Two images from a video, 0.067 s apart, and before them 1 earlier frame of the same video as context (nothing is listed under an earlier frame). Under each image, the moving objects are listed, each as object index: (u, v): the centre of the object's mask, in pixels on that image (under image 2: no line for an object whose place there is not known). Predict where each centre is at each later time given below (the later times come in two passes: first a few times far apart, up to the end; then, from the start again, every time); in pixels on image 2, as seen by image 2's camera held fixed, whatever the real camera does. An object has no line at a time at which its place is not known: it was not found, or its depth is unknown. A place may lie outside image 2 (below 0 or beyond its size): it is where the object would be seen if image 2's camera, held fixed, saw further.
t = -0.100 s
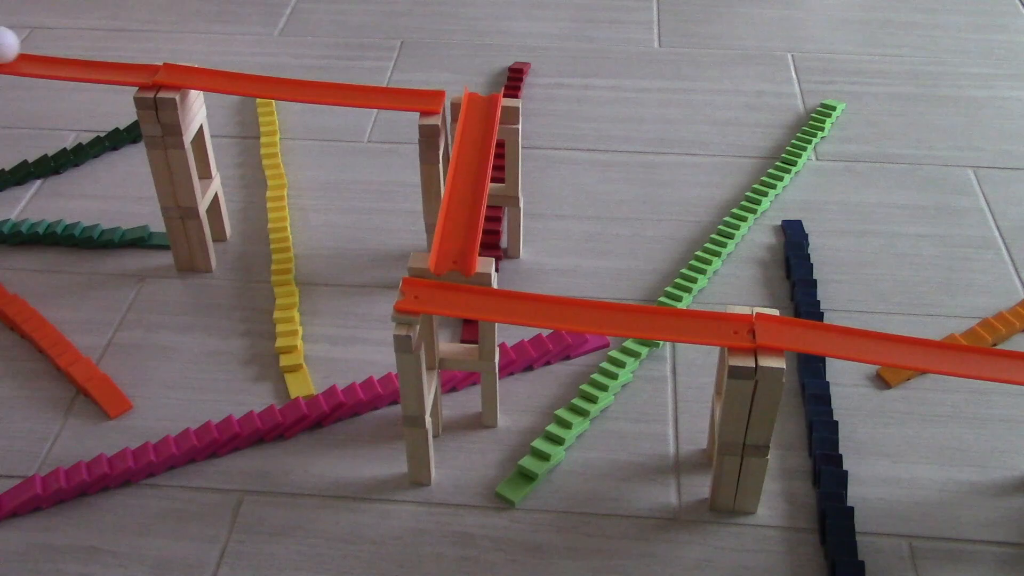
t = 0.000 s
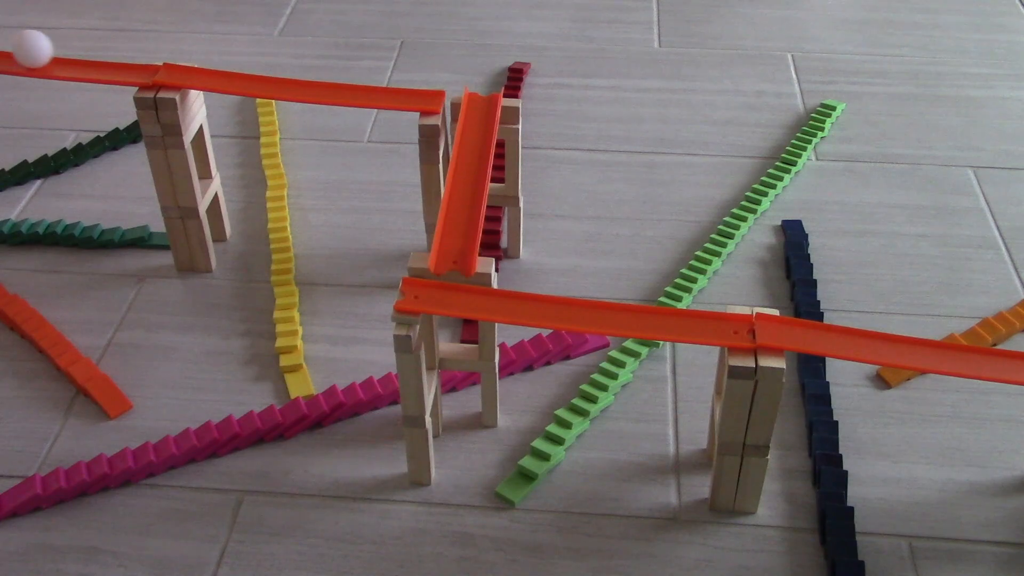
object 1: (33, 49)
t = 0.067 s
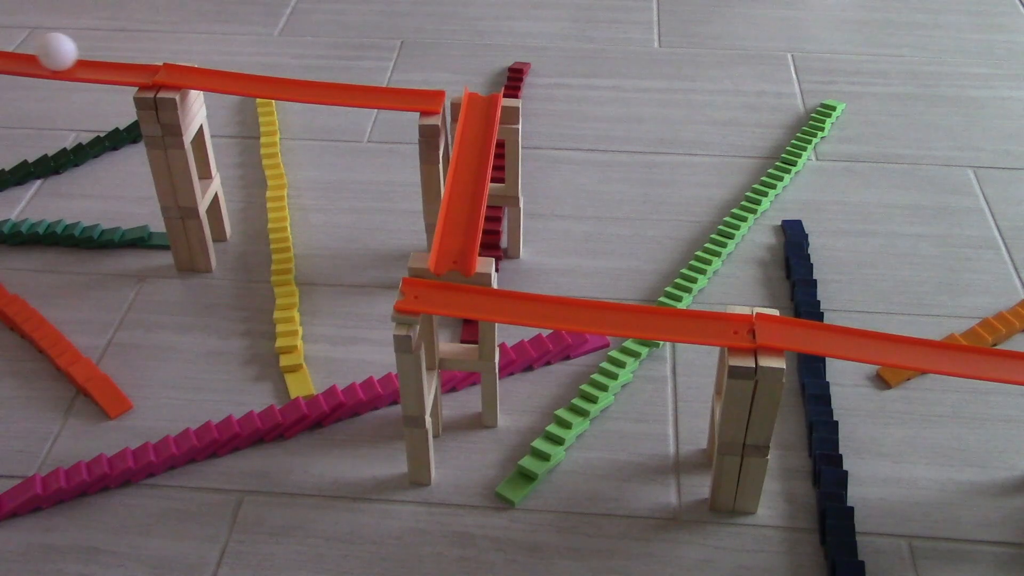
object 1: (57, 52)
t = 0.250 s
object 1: (128, 57)
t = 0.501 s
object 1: (207, 65)
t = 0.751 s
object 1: (313, 74)
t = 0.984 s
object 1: (421, 83)
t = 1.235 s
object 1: (488, 98)
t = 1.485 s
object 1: (478, 114)
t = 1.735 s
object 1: (479, 128)
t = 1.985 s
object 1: (476, 144)
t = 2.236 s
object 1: (472, 166)
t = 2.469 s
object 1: (469, 189)
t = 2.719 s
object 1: (463, 215)
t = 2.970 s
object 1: (456, 251)
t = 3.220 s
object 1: (457, 288)
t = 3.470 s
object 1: (504, 286)
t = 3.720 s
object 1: (578, 295)
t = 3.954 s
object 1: (665, 304)
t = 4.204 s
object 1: (760, 311)
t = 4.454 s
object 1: (867, 326)
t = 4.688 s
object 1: (1004, 348)
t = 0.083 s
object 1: (64, 53)
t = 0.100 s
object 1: (70, 53)
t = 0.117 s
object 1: (76, 53)
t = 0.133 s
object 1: (83, 54)
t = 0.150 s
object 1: (90, 54)
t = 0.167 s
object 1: (96, 54)
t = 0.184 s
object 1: (102, 55)
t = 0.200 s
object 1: (108, 56)
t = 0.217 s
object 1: (115, 56)
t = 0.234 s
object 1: (121, 57)
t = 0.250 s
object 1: (128, 57)
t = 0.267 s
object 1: (133, 58)
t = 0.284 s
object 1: (139, 58)
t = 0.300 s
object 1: (145, 59)
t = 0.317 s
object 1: (148, 57)
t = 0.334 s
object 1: (151, 57)
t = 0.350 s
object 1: (156, 58)
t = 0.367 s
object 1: (161, 59)
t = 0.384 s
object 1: (166, 60)
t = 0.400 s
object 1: (171, 61)
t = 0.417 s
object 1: (176, 62)
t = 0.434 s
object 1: (182, 63)
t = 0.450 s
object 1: (188, 63)
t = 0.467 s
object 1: (194, 64)
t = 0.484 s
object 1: (201, 64)
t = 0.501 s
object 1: (207, 65)
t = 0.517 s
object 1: (214, 66)
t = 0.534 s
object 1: (220, 66)
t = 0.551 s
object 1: (227, 66)
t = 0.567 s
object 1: (234, 67)
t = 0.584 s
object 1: (241, 67)
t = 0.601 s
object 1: (248, 68)
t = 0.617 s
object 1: (255, 68)
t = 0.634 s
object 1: (261, 69)
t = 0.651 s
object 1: (269, 70)
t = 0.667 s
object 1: (276, 71)
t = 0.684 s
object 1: (283, 72)
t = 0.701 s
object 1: (291, 72)
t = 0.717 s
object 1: (298, 73)
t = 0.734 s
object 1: (305, 74)
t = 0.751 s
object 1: (313, 74)
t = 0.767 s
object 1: (320, 75)
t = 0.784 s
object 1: (328, 76)
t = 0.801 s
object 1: (336, 76)
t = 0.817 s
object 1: (344, 77)
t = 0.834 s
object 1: (352, 78)
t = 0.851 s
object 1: (360, 78)
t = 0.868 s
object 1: (367, 79)
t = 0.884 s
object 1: (375, 80)
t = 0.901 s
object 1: (382, 81)
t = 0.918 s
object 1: (390, 81)
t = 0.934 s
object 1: (397, 82)
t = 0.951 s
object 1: (405, 82)
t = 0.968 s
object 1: (414, 82)
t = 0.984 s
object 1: (421, 83)
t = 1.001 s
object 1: (430, 83)
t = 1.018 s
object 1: (438, 83)
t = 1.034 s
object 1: (446, 84)
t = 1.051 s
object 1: (453, 85)
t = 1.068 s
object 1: (457, 84)
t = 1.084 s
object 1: (460, 84)
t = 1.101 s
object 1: (464, 86)
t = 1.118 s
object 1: (468, 89)
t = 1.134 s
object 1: (473, 92)
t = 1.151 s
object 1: (479, 97)
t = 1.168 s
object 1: (484, 98)
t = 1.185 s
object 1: (486, 97)
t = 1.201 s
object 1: (488, 97)
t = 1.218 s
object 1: (488, 97)
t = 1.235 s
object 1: (488, 98)
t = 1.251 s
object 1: (487, 99)
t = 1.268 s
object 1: (485, 101)
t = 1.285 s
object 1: (483, 104)
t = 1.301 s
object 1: (481, 105)
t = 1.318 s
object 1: (480, 106)
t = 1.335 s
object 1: (480, 106)
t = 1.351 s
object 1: (480, 107)
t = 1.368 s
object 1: (479, 108)
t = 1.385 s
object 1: (479, 109)
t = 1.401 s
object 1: (478, 110)
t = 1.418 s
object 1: (478, 110)
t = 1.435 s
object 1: (478, 111)
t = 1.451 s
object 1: (478, 112)
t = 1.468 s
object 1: (478, 113)
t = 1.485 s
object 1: (478, 114)
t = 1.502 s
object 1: (479, 115)
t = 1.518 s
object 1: (479, 116)
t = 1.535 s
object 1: (480, 116)
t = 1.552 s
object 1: (480, 118)
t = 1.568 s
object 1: (481, 118)
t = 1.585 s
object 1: (481, 119)
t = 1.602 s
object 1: (481, 120)
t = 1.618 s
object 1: (481, 121)
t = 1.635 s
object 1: (481, 122)
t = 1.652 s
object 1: (481, 123)
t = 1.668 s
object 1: (480, 124)
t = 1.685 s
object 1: (480, 125)
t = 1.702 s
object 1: (480, 126)
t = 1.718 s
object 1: (480, 127)
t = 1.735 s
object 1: (479, 128)
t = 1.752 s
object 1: (480, 129)
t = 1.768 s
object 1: (479, 130)
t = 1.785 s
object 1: (479, 131)
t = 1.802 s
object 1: (479, 132)
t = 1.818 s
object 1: (478, 133)
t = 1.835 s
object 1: (478, 134)
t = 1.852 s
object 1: (478, 135)
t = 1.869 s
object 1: (478, 136)
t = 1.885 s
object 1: (477, 137)
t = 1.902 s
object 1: (477, 138)
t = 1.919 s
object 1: (477, 140)
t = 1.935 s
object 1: (476, 141)
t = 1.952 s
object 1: (476, 142)
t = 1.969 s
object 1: (476, 143)
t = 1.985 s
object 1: (476, 144)
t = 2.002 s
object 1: (476, 145)
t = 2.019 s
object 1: (476, 147)
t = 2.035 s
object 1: (475, 148)
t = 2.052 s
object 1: (475, 149)
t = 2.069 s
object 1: (475, 151)
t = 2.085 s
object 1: (475, 152)
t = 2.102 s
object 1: (474, 154)
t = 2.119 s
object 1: (475, 155)
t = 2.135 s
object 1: (474, 156)
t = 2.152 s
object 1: (473, 158)
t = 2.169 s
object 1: (473, 160)
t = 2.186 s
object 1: (473, 161)
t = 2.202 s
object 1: (473, 163)
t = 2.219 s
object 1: (472, 164)
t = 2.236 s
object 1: (472, 166)
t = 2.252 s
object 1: (472, 168)
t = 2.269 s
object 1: (472, 169)
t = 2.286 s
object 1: (471, 171)
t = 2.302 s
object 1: (471, 173)
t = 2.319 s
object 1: (470, 174)
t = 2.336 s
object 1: (470, 176)
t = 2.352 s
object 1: (470, 178)
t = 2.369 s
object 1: (470, 179)
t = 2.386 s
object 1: (470, 181)
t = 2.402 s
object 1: (469, 183)
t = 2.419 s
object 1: (469, 184)
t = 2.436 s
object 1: (469, 186)
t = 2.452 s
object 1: (469, 187)
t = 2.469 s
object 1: (469, 189)
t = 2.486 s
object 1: (469, 191)
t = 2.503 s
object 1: (468, 192)
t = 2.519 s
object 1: (468, 194)
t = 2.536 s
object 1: (467, 196)
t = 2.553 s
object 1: (467, 197)
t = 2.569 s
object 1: (466, 199)
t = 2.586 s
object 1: (466, 201)
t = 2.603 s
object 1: (466, 202)
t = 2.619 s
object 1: (466, 204)
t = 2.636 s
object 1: (465, 206)
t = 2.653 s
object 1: (465, 207)
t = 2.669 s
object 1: (464, 209)
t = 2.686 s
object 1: (464, 211)
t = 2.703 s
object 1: (463, 213)
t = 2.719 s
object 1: (463, 215)
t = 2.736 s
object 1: (463, 217)
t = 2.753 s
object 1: (462, 219)
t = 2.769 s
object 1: (462, 221)
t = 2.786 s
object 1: (461, 223)
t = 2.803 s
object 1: (461, 225)
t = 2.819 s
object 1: (460, 228)
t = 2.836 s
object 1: (460, 230)
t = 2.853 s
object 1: (460, 232)
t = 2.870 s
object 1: (459, 235)
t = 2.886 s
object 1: (458, 237)
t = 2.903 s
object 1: (458, 240)
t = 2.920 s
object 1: (457, 243)
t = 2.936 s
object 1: (457, 246)
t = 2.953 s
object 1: (456, 248)
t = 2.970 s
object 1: (456, 251)
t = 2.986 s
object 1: (455, 254)
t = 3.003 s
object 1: (455, 258)
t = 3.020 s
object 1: (454, 260)
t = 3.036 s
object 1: (453, 262)
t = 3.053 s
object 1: (453, 263)
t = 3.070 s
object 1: (453, 265)
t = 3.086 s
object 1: (453, 267)
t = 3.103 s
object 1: (453, 270)
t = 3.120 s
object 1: (453, 273)
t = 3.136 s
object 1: (454, 278)
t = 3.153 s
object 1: (454, 281)
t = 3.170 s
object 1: (455, 284)
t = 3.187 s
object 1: (456, 287)
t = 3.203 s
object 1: (456, 288)
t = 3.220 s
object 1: (457, 288)
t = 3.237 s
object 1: (459, 289)
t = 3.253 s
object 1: (460, 289)
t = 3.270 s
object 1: (462, 289)
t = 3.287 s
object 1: (465, 289)
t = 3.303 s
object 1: (467, 288)
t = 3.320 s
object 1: (470, 287)
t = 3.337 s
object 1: (473, 287)
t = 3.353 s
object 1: (476, 286)
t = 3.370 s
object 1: (480, 286)
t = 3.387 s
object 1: (483, 285)
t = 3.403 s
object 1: (487, 285)
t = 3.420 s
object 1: (491, 284)
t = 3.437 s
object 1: (495, 284)
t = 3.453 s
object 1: (499, 285)
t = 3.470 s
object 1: (504, 286)
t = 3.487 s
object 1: (508, 287)
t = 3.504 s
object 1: (512, 288)
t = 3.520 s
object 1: (517, 288)
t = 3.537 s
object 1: (522, 289)
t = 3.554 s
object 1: (527, 290)
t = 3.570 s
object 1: (532, 290)
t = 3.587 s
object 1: (537, 291)
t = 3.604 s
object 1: (542, 291)
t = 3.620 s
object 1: (547, 291)
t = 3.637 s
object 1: (552, 292)
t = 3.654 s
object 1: (558, 292)
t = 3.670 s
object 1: (563, 293)
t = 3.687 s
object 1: (568, 294)
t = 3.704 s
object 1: (573, 294)
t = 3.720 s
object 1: (578, 295)
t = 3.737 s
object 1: (584, 296)
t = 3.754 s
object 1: (589, 296)
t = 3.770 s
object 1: (595, 297)
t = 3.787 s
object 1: (601, 298)
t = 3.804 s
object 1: (606, 298)
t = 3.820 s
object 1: (612, 298)
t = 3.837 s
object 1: (619, 299)
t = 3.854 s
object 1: (625, 300)
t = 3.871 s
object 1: (631, 300)
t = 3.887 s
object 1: (638, 301)
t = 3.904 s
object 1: (644, 302)
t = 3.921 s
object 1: (651, 302)
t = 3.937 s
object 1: (657, 303)
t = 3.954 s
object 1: (665, 304)
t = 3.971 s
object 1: (671, 304)
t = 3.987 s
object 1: (678, 305)
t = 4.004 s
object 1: (685, 305)
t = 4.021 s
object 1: (692, 306)
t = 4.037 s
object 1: (699, 307)
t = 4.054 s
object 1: (705, 307)
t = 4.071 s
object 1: (712, 308)
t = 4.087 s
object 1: (717, 308)
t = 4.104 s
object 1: (723, 309)
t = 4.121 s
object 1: (731, 310)
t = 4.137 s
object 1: (737, 310)
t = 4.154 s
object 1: (743, 311)
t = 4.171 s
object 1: (750, 311)
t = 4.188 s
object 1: (755, 310)
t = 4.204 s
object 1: (760, 311)
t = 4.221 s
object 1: (766, 312)
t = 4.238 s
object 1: (771, 313)
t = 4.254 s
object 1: (777, 314)
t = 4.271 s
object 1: (784, 315)
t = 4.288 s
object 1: (790, 316)
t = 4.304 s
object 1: (797, 317)
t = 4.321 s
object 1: (804, 318)
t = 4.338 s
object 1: (811, 319)
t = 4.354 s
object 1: (818, 320)
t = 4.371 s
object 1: (826, 321)
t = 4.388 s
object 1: (834, 322)
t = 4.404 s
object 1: (842, 323)
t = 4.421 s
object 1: (850, 324)
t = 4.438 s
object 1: (859, 325)
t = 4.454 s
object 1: (867, 326)
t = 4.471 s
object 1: (876, 327)
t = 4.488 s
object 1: (884, 328)
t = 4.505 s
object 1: (893, 330)
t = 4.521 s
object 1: (903, 331)
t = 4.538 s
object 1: (912, 333)
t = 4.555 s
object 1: (922, 335)
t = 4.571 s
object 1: (932, 337)
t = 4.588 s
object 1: (943, 339)
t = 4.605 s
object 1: (954, 341)
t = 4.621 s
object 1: (964, 342)
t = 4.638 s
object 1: (975, 343)
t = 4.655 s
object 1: (986, 345)
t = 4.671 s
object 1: (997, 347)
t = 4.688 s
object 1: (1004, 348)
